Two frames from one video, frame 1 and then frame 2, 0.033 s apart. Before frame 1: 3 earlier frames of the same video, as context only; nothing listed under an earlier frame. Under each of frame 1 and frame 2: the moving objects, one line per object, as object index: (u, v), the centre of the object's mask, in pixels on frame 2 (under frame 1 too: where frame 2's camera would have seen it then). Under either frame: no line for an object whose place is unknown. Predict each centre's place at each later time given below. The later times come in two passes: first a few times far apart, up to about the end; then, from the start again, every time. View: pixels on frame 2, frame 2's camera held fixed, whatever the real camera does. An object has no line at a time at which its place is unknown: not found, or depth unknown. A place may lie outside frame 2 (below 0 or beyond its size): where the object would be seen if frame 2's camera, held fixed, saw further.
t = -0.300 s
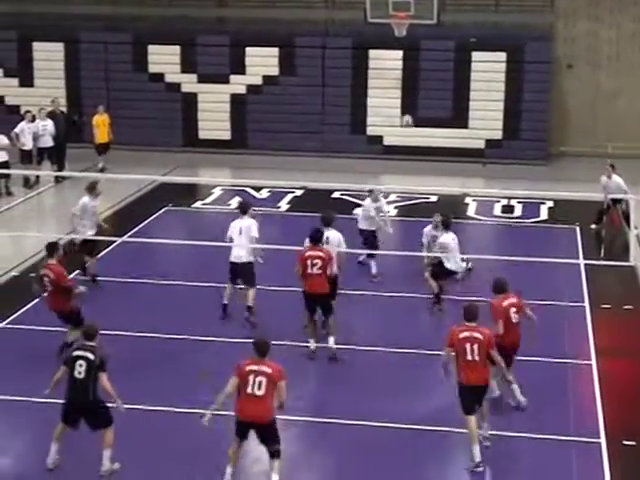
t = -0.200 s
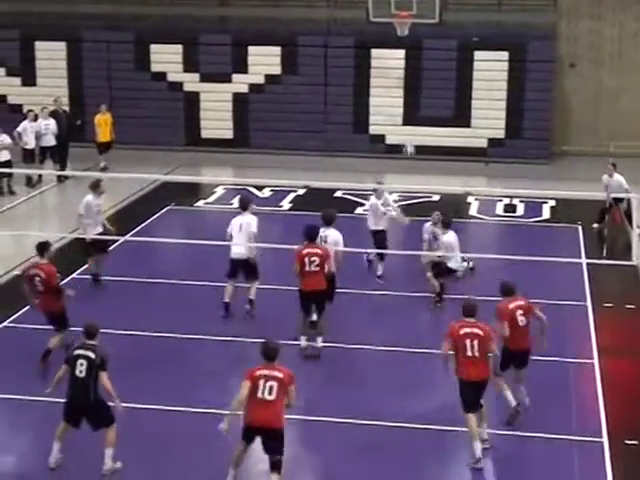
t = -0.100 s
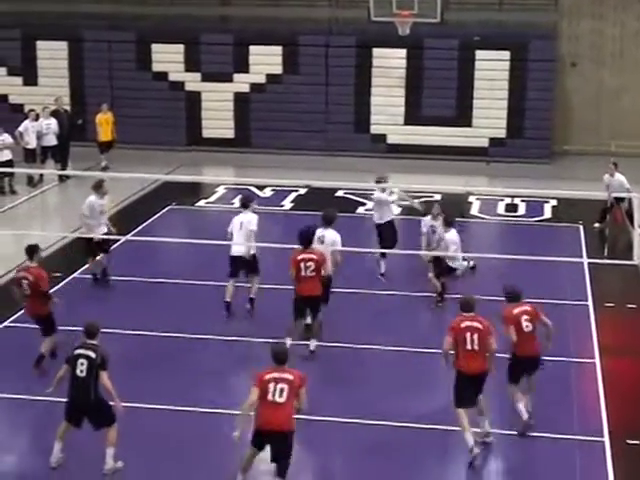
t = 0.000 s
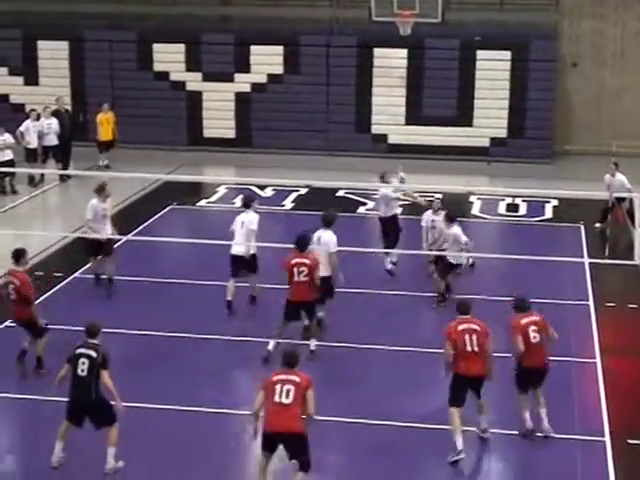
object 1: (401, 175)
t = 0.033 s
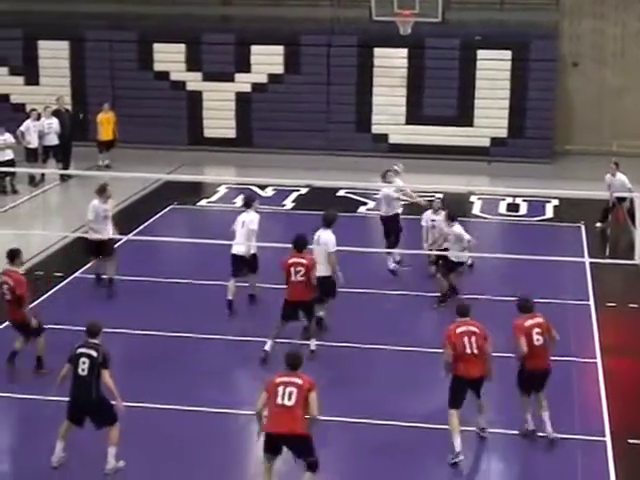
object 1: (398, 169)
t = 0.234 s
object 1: (369, 129)
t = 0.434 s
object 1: (339, 114)
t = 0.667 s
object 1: (298, 125)
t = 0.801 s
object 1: (272, 148)
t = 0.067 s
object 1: (393, 160)
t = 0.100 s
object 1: (390, 155)
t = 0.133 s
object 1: (384, 147)
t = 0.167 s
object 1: (380, 140)
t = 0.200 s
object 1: (374, 136)
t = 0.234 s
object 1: (369, 129)
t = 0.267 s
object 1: (364, 126)
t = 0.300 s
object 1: (359, 123)
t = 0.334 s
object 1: (355, 119)
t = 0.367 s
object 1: (349, 116)
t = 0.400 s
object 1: (343, 115)
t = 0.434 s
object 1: (339, 114)
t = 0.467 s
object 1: (335, 113)
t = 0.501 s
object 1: (328, 113)
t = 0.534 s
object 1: (321, 114)
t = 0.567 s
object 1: (316, 115)
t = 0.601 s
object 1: (310, 118)
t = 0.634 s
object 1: (304, 122)
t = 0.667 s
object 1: (298, 125)
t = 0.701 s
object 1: (292, 130)
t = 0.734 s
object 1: (286, 135)
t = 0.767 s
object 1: (278, 143)
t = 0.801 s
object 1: (272, 148)
